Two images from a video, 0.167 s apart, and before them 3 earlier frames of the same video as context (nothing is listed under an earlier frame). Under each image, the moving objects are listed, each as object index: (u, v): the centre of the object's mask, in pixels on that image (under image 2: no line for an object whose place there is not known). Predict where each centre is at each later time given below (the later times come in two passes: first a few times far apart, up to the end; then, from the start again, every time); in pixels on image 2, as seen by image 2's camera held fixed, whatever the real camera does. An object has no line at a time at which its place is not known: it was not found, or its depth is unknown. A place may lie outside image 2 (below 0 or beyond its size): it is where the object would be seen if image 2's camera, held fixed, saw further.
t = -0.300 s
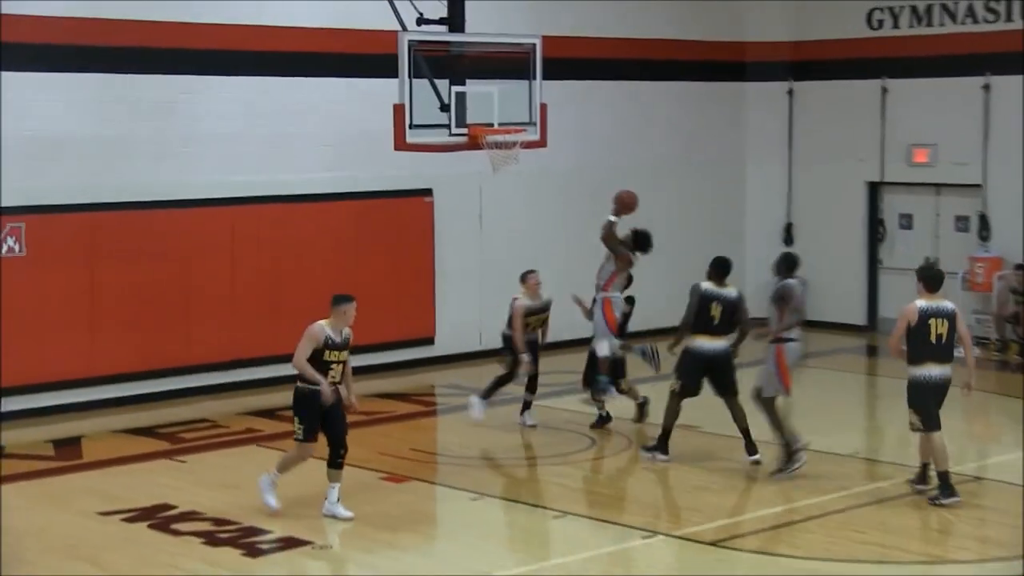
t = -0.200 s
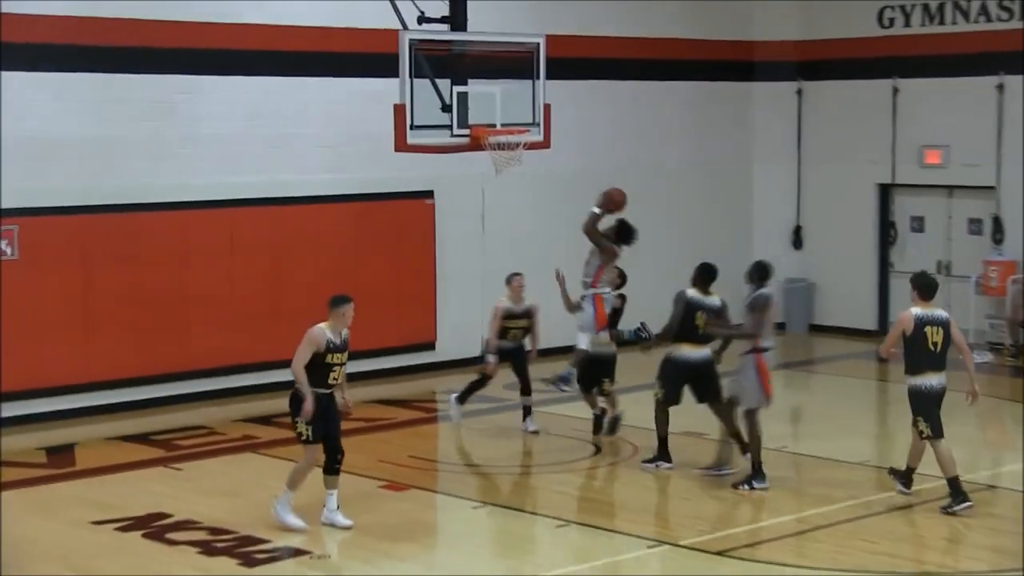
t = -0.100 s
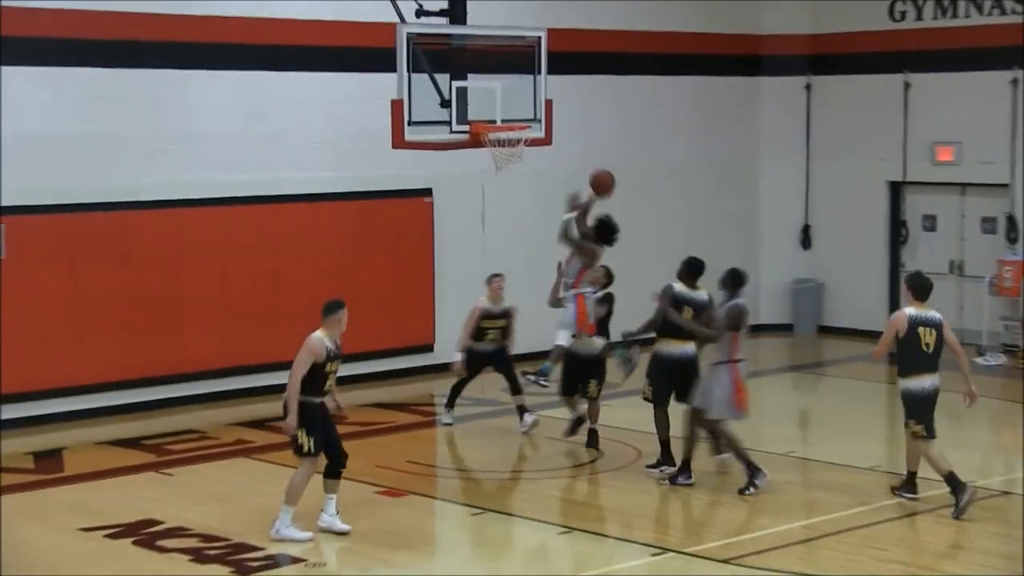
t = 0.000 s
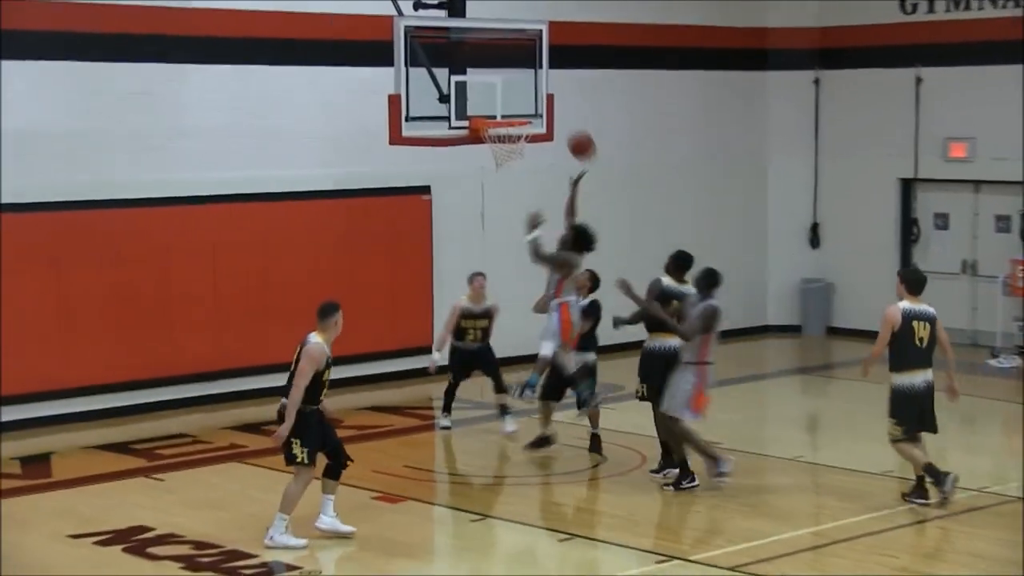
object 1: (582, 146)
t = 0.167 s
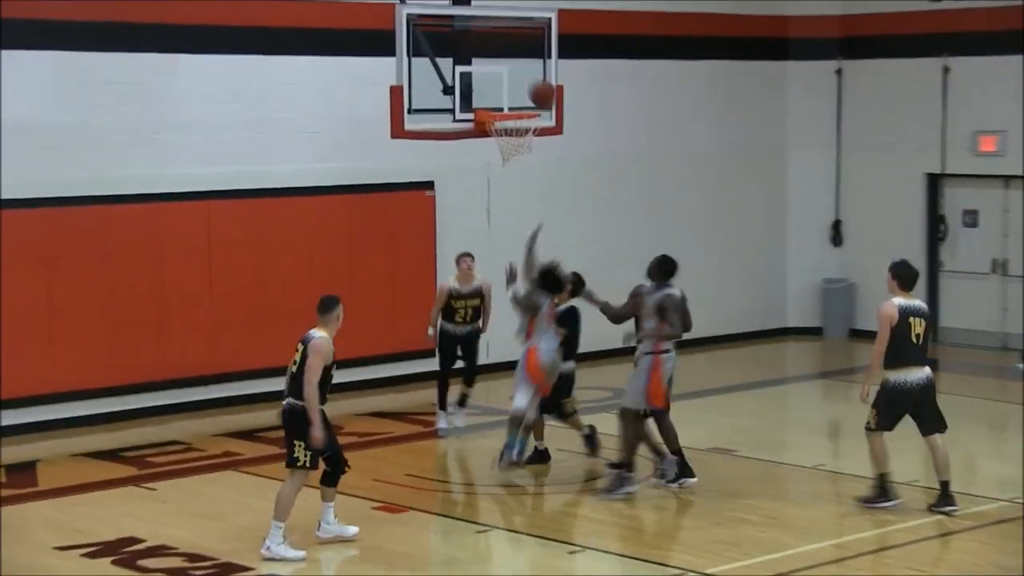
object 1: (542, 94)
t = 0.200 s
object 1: (533, 89)
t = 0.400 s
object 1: (498, 87)
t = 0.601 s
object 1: (519, 126)
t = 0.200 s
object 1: (533, 89)
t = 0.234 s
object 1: (523, 85)
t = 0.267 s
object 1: (514, 81)
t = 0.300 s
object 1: (504, 81)
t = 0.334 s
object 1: (495, 81)
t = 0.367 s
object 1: (496, 83)
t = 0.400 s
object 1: (498, 87)
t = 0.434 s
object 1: (499, 90)
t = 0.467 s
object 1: (501, 97)
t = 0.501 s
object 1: (504, 103)
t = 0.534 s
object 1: (506, 106)
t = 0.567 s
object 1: (512, 117)
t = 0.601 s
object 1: (519, 126)
